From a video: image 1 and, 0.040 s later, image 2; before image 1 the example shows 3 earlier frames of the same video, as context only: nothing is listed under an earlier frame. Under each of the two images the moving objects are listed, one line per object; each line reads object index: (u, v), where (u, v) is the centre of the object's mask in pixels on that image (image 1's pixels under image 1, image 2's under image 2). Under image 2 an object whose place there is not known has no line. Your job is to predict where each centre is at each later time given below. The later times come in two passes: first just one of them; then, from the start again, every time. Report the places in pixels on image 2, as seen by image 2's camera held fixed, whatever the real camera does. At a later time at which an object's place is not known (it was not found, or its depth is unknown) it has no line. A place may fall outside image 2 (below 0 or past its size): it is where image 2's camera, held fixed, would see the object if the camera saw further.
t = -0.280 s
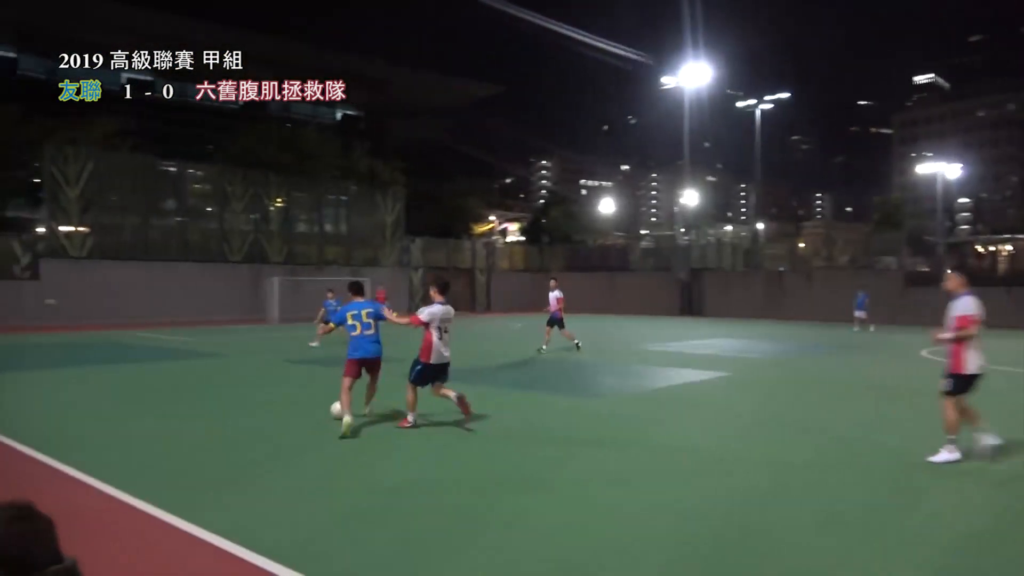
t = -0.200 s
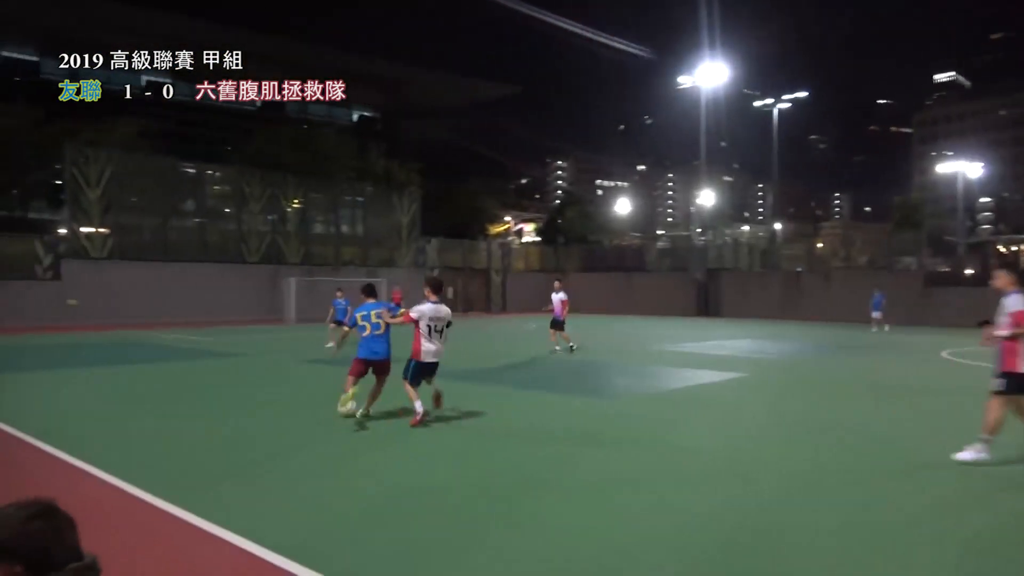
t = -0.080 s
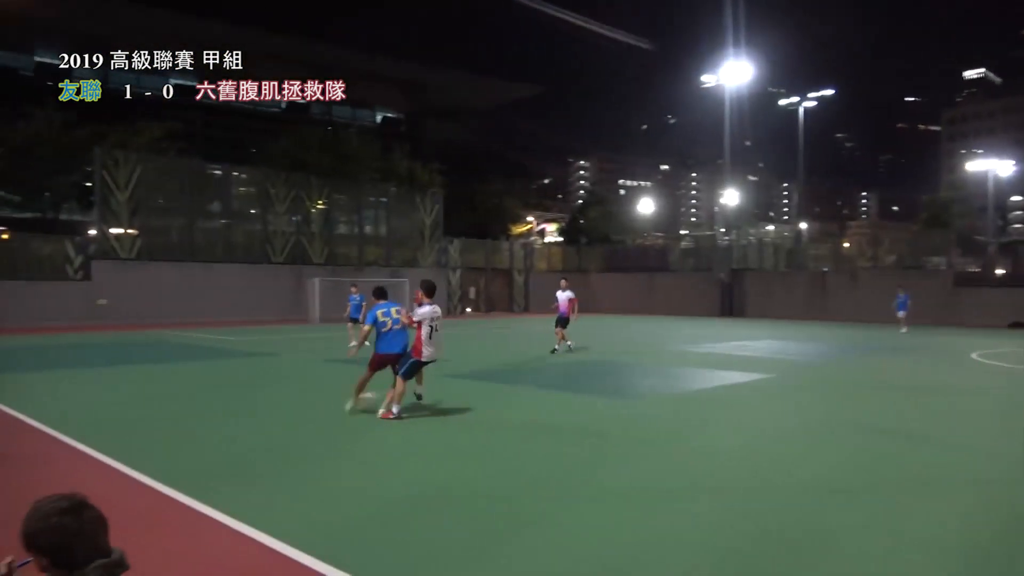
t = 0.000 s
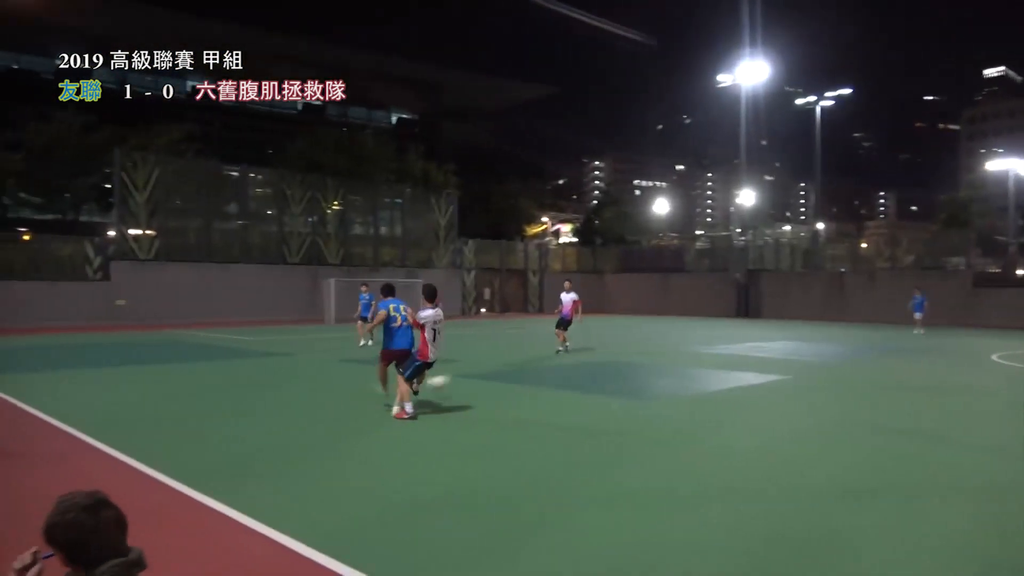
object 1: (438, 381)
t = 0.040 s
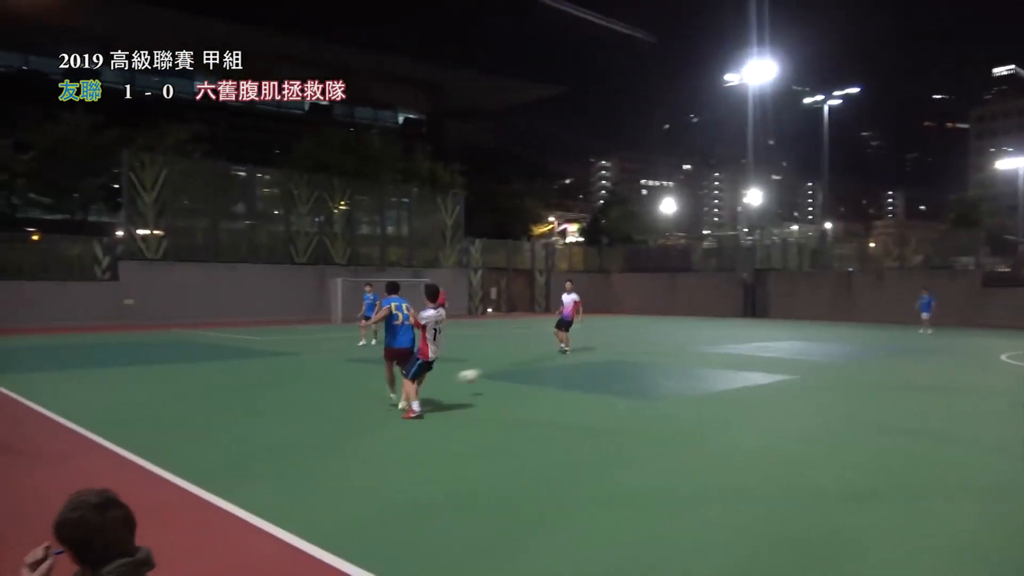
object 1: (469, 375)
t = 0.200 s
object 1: (554, 365)
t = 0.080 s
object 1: (493, 370)
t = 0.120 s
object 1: (515, 367)
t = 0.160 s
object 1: (535, 365)
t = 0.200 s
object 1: (554, 365)
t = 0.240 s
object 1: (571, 366)
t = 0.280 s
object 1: (586, 367)
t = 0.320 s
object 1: (599, 365)
